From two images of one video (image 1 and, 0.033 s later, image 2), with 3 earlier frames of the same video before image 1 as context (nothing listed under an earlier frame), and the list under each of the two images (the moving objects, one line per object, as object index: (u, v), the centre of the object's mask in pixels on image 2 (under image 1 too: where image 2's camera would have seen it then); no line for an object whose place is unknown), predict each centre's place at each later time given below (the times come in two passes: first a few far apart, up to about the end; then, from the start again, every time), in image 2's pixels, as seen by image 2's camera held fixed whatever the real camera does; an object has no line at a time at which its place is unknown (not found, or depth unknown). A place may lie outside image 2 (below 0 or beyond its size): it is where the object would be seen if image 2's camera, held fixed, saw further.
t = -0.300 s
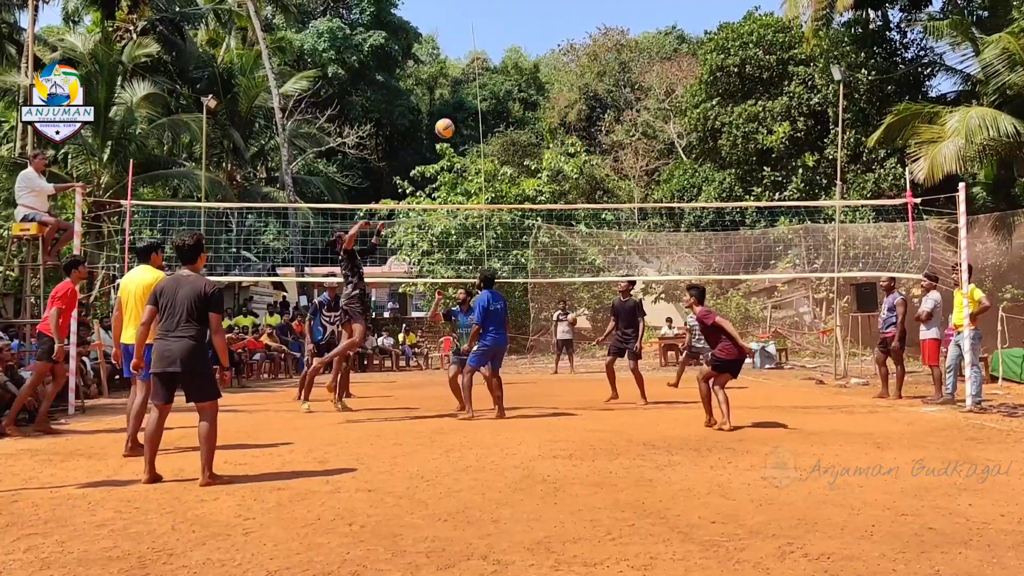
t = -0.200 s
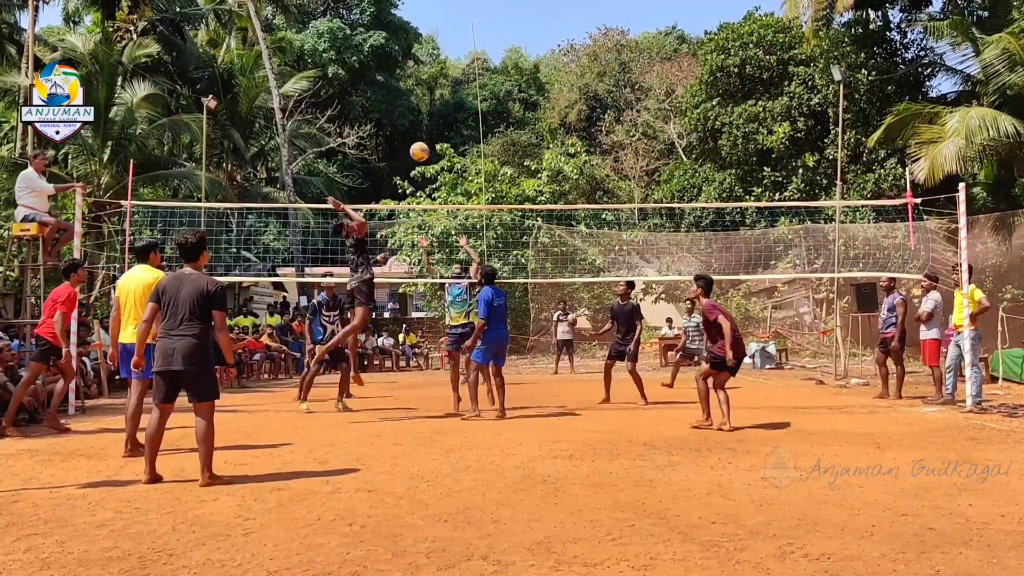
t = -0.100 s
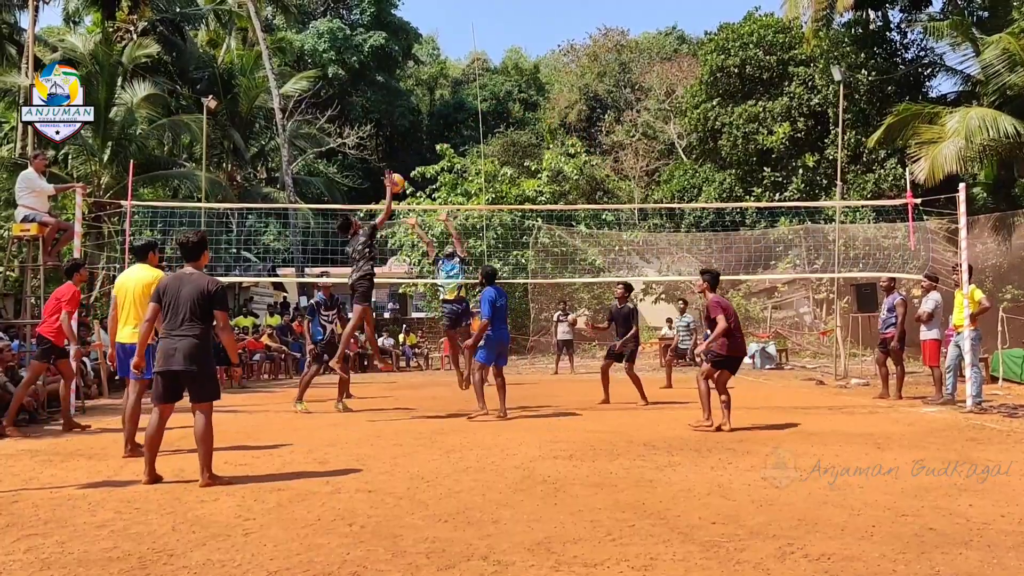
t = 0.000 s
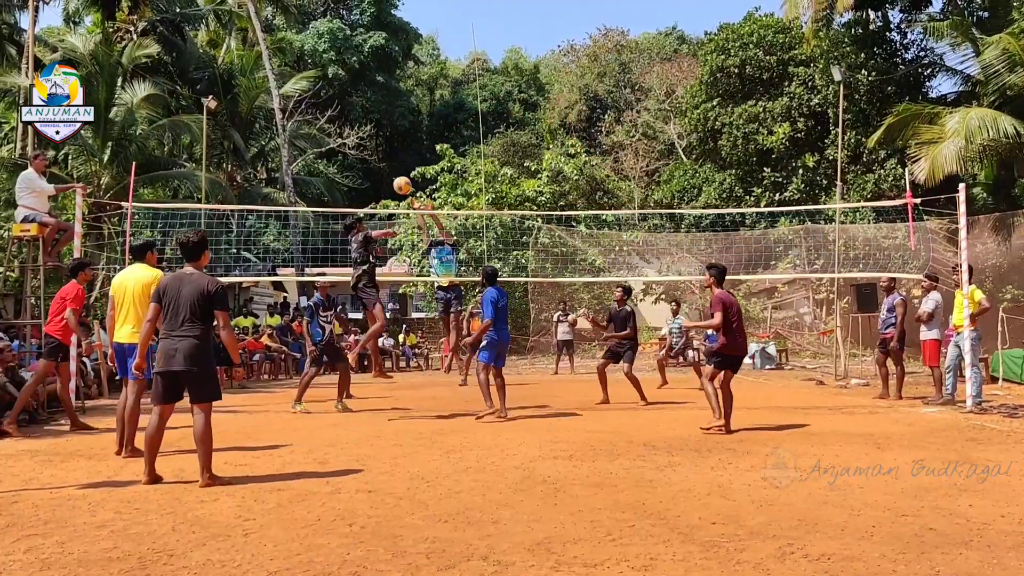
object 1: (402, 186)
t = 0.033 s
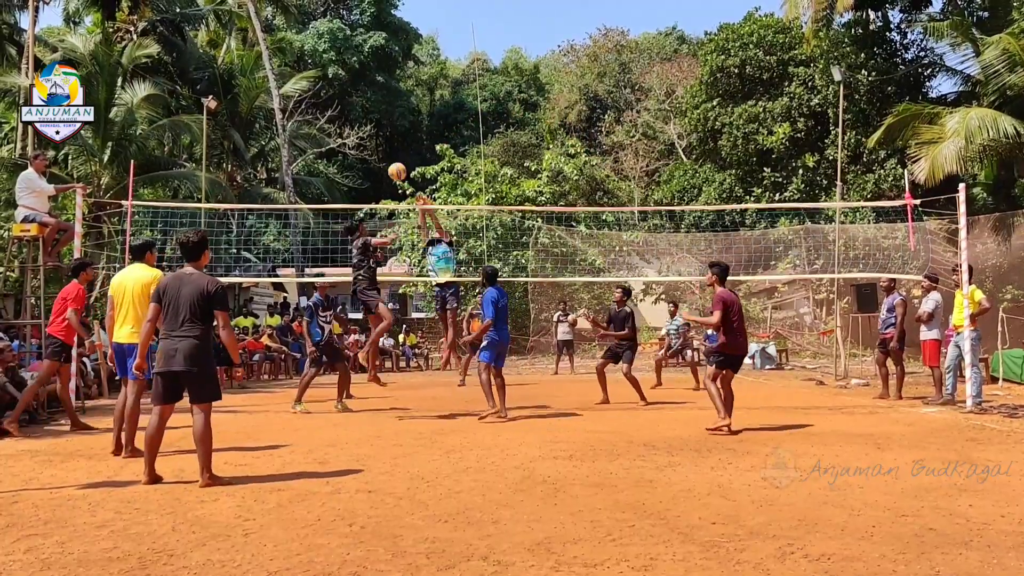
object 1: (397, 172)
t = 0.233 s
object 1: (364, 104)
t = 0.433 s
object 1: (327, 65)
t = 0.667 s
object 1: (280, 66)
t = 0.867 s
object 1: (232, 113)
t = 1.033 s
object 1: (189, 191)
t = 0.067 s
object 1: (391, 159)
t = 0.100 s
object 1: (386, 146)
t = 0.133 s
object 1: (381, 135)
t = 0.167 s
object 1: (375, 124)
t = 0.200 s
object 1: (370, 113)
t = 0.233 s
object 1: (364, 104)
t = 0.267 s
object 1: (358, 95)
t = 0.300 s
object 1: (352, 87)
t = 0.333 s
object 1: (345, 80)
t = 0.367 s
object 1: (339, 74)
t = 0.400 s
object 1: (333, 69)
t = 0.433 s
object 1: (327, 65)
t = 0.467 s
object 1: (322, 63)
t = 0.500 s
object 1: (314, 60)
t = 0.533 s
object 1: (307, 59)
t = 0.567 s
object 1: (300, 59)
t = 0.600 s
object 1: (293, 60)
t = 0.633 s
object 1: (286, 62)
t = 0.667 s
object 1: (280, 66)
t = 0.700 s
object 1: (272, 70)
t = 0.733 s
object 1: (264, 76)
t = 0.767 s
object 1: (256, 83)
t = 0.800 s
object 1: (248, 92)
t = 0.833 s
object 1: (241, 102)
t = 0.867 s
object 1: (232, 113)
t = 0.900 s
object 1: (224, 126)
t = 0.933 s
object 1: (216, 140)
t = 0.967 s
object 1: (207, 155)
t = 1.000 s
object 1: (199, 172)
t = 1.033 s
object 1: (189, 191)
